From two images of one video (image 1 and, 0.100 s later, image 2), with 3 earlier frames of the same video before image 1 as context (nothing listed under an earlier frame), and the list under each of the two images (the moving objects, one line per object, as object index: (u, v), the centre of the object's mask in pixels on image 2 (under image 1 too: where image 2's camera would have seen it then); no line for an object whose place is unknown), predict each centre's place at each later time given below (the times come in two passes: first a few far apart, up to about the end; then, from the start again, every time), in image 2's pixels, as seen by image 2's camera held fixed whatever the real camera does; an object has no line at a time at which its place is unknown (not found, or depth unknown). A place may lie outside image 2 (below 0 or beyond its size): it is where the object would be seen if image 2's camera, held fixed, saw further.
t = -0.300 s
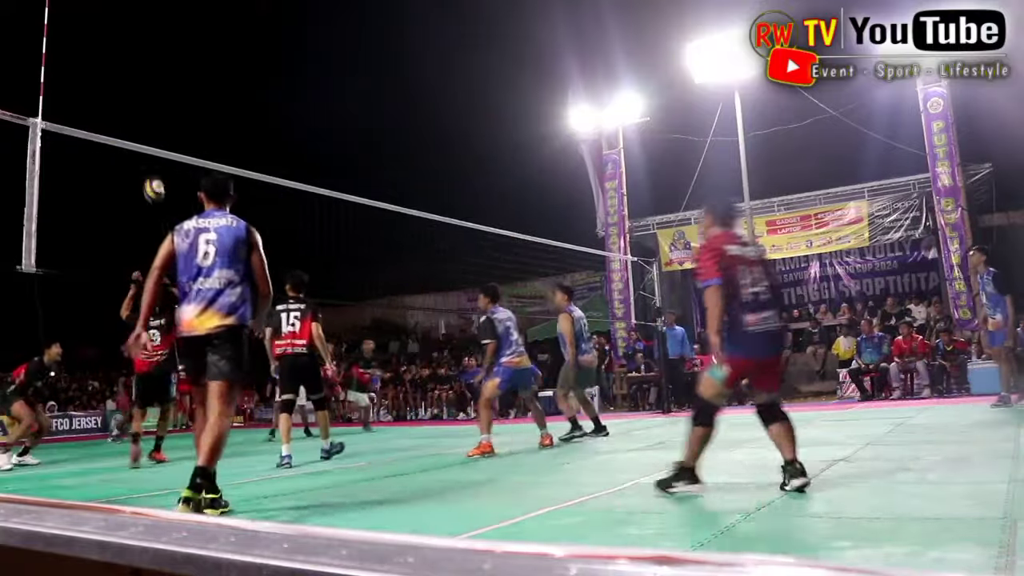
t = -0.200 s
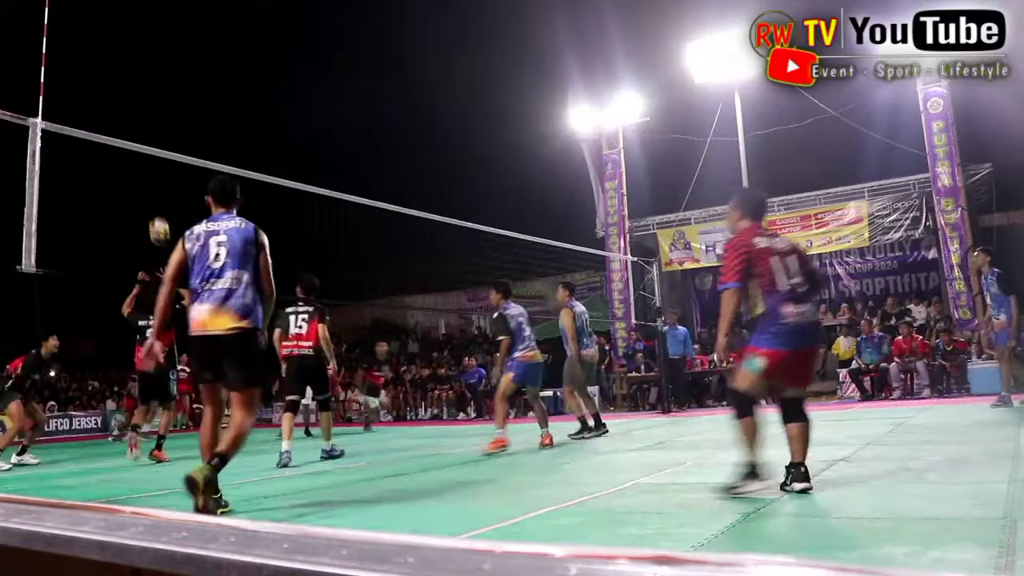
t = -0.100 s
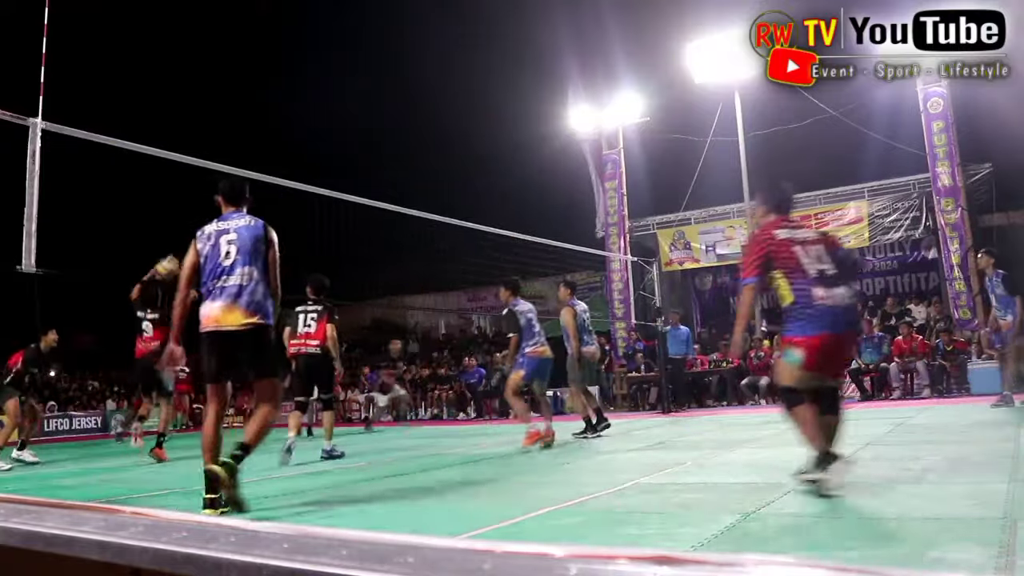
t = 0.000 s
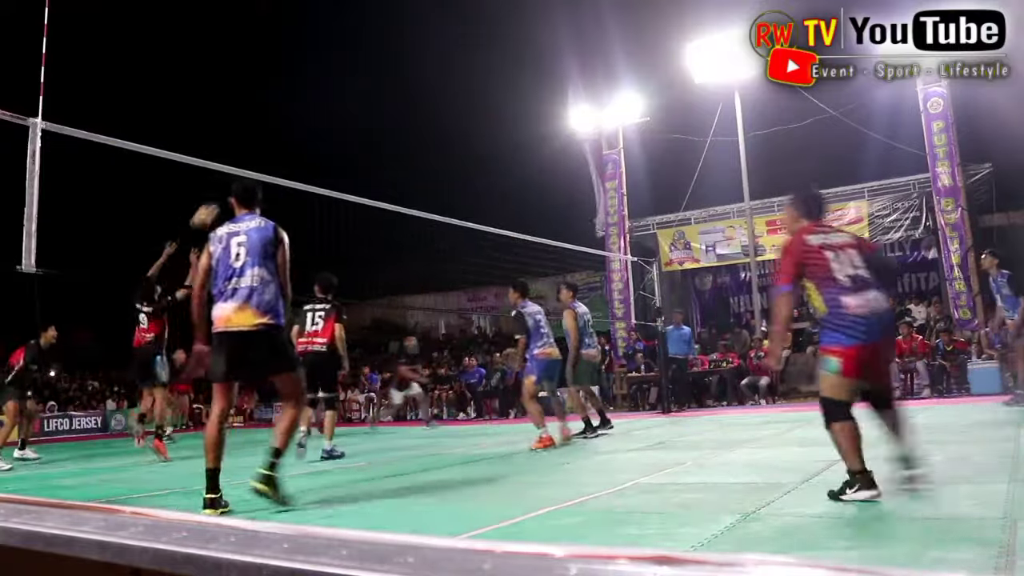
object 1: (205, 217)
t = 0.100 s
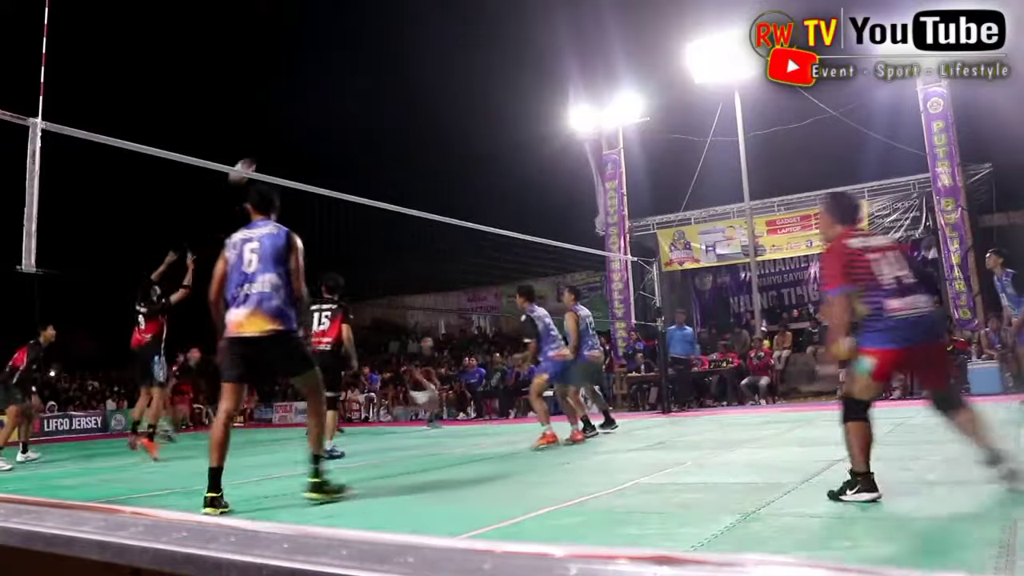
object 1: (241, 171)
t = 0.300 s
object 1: (308, 116)
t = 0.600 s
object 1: (393, 102)
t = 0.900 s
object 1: (464, 149)
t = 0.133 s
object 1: (254, 159)
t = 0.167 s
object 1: (265, 148)
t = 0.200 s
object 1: (276, 139)
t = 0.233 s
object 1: (287, 130)
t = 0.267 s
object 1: (298, 123)
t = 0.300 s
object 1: (308, 116)
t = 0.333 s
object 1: (319, 111)
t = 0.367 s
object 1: (329, 106)
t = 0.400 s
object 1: (339, 103)
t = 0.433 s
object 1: (348, 101)
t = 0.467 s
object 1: (357, 99)
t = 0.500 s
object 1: (367, 98)
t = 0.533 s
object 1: (375, 98)
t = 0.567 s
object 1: (384, 100)
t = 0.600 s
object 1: (393, 102)
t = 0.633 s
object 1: (401, 104)
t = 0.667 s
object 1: (410, 107)
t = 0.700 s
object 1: (418, 111)
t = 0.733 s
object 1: (426, 116)
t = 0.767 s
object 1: (433, 121)
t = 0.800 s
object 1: (441, 127)
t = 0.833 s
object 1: (449, 134)
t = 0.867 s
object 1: (457, 141)
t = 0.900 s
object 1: (464, 149)
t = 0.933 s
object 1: (472, 157)
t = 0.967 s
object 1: (479, 166)
